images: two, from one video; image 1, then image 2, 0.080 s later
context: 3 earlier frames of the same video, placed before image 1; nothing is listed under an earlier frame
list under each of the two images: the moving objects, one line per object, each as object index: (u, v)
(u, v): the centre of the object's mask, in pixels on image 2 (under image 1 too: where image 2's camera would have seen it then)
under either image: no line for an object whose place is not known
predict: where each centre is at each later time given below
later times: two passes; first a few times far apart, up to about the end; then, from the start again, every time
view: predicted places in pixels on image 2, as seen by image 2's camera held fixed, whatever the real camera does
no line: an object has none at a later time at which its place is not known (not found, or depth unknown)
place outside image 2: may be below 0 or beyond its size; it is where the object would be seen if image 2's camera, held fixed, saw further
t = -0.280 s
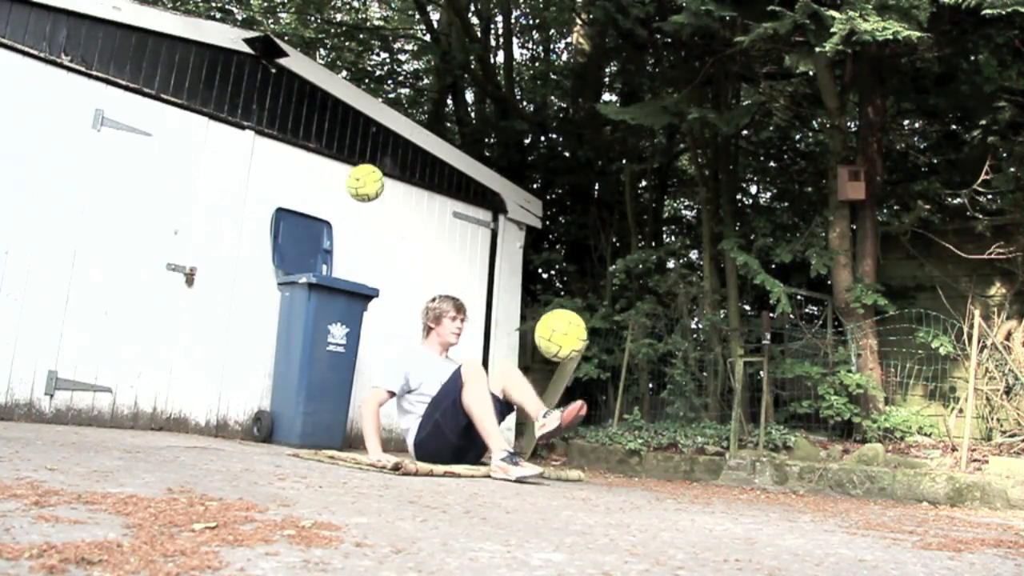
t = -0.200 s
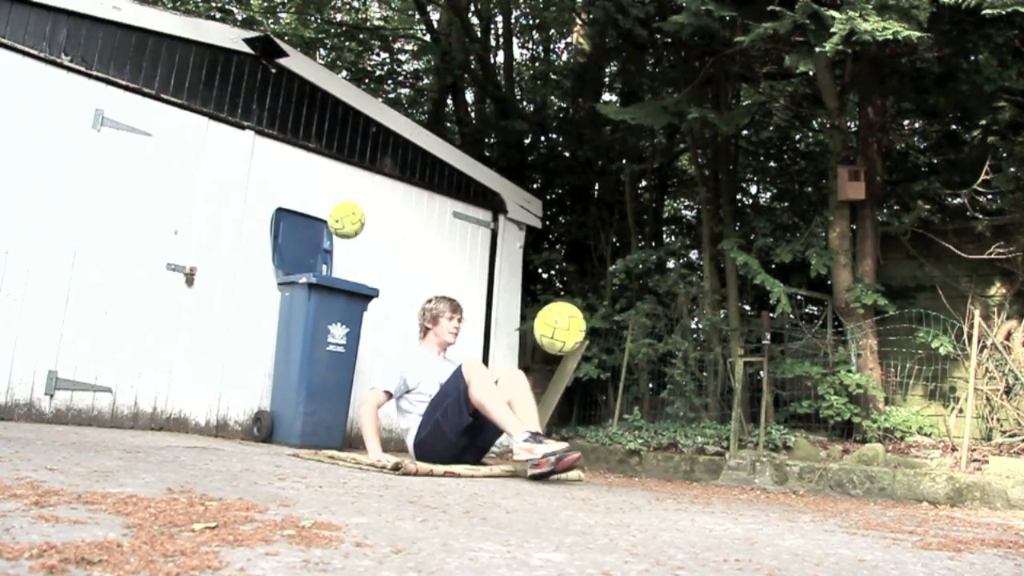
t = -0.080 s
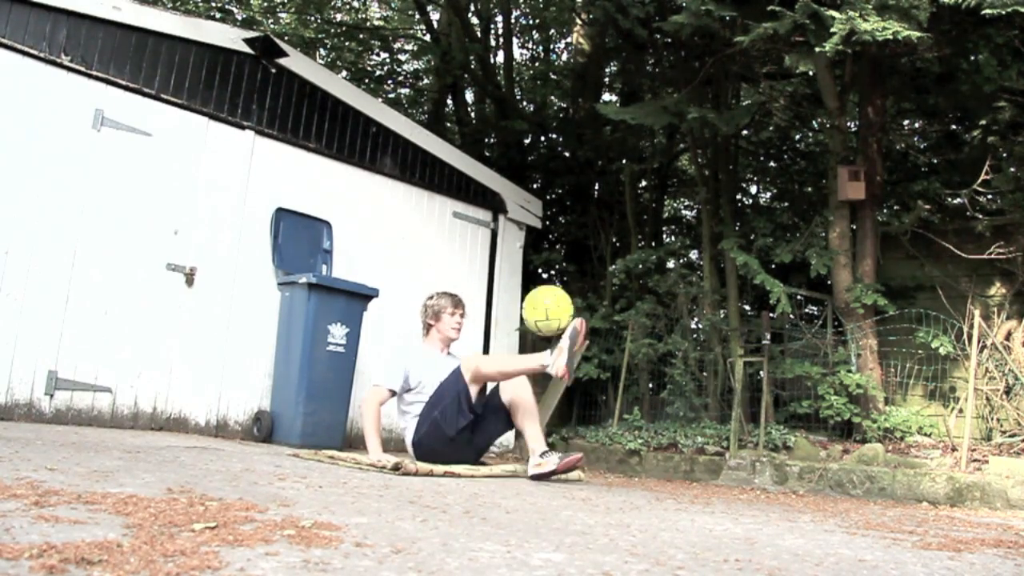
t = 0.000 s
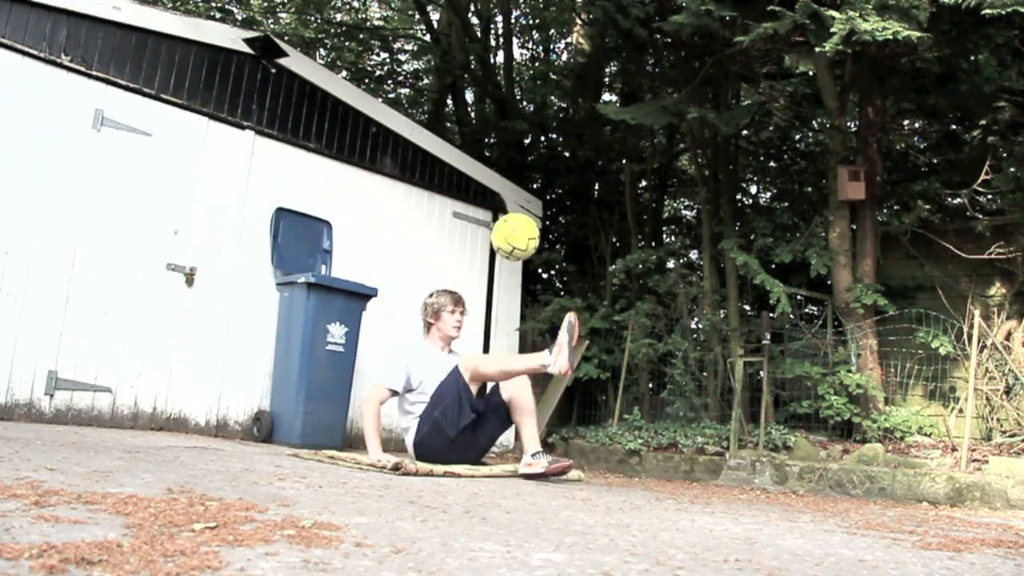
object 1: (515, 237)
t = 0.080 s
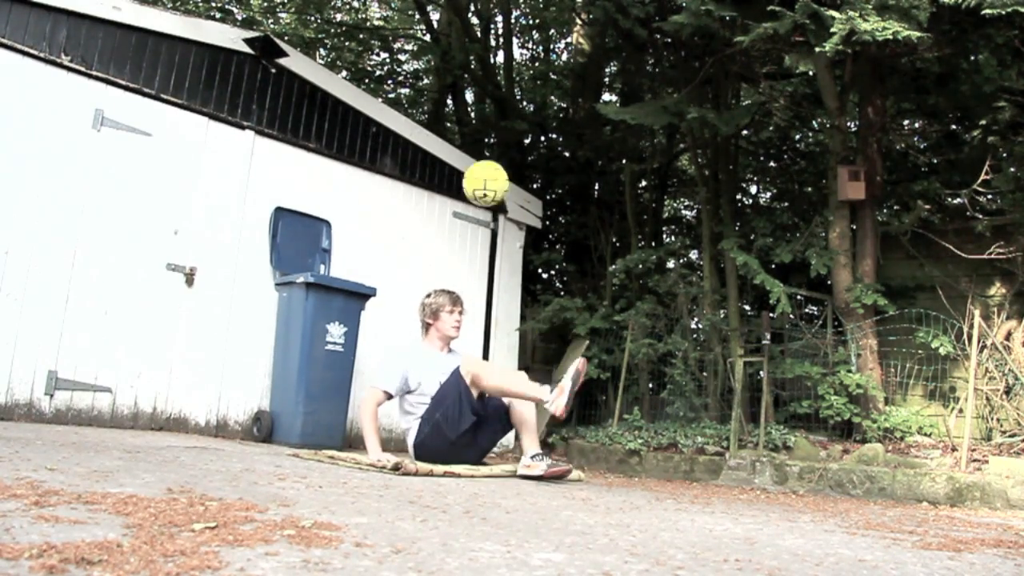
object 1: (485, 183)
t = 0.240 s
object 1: (432, 123)
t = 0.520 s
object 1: (347, 135)
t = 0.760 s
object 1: (293, 223)
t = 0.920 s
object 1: (334, 269)
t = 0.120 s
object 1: (471, 163)
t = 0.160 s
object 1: (458, 146)
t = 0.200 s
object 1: (445, 133)
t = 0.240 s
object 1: (432, 123)
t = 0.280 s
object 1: (419, 117)
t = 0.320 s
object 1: (407, 113)
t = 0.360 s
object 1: (395, 113)
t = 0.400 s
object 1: (382, 115)
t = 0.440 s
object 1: (371, 119)
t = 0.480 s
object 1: (359, 126)
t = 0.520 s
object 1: (347, 135)
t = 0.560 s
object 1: (336, 145)
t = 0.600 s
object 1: (324, 159)
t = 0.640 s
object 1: (313, 174)
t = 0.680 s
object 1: (301, 192)
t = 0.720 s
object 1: (289, 212)
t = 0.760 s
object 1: (293, 223)
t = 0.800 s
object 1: (303, 232)
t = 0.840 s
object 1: (313, 244)
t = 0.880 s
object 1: (323, 258)
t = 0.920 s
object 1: (334, 269)
